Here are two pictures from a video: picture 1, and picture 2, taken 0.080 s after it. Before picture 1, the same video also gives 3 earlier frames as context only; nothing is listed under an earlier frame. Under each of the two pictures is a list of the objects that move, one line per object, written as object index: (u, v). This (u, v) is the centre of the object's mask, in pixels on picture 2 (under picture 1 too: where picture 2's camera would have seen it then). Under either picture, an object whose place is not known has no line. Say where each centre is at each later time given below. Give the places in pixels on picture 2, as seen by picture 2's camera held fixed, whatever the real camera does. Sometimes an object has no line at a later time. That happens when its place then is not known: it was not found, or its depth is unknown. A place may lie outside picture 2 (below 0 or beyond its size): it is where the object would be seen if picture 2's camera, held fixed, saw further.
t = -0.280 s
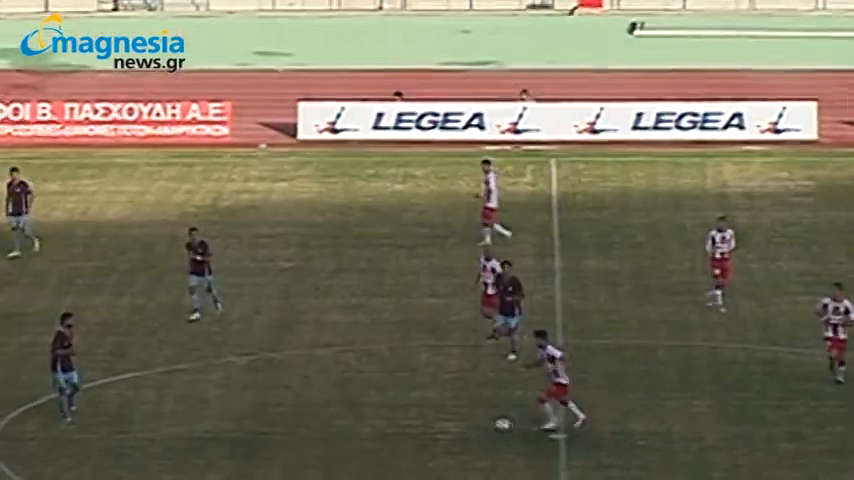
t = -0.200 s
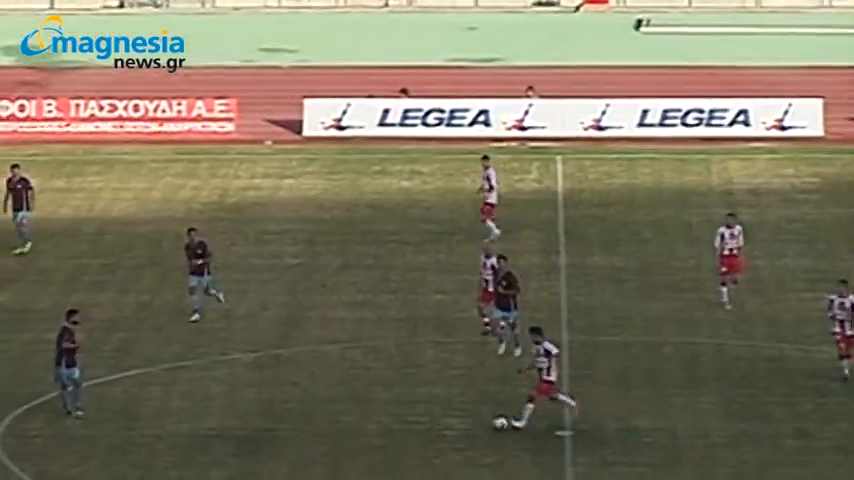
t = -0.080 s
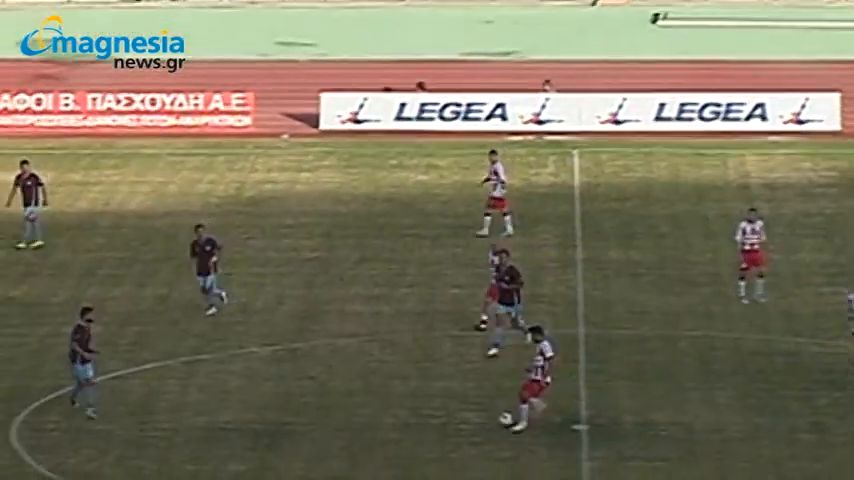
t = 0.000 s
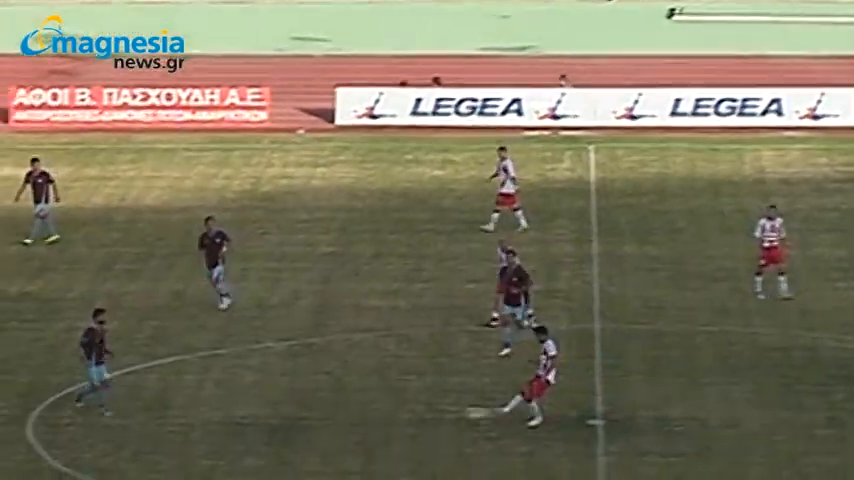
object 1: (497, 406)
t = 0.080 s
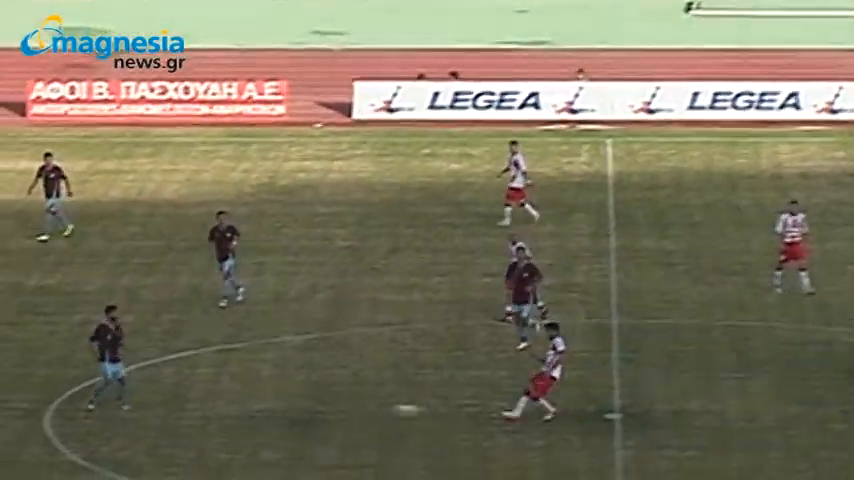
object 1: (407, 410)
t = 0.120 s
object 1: (363, 412)
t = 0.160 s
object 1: (319, 417)
